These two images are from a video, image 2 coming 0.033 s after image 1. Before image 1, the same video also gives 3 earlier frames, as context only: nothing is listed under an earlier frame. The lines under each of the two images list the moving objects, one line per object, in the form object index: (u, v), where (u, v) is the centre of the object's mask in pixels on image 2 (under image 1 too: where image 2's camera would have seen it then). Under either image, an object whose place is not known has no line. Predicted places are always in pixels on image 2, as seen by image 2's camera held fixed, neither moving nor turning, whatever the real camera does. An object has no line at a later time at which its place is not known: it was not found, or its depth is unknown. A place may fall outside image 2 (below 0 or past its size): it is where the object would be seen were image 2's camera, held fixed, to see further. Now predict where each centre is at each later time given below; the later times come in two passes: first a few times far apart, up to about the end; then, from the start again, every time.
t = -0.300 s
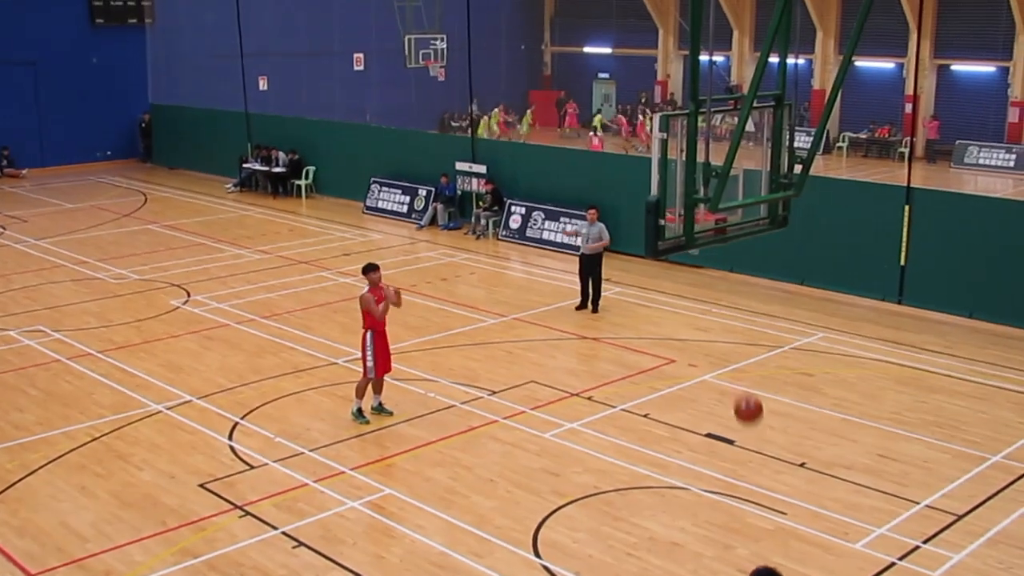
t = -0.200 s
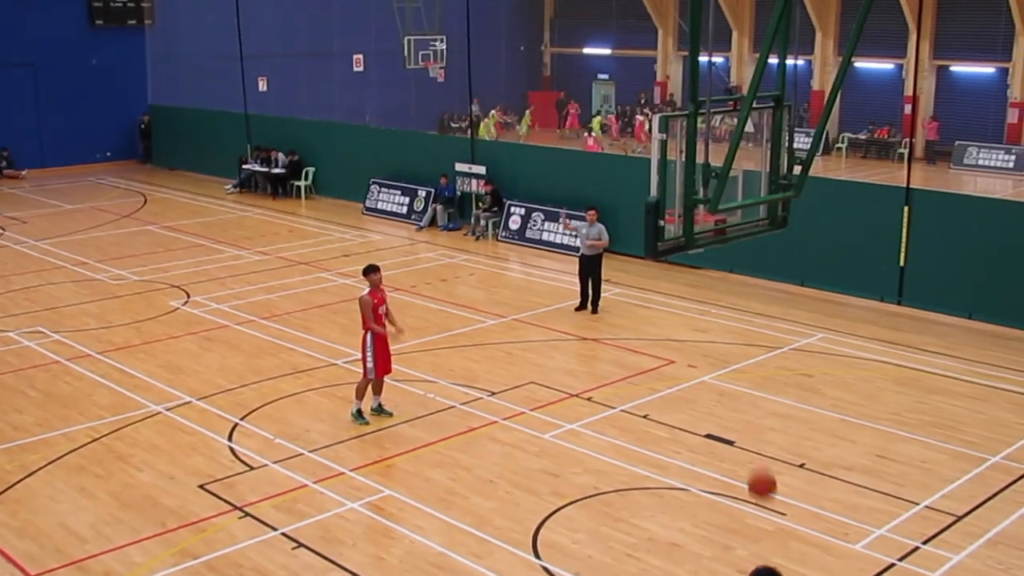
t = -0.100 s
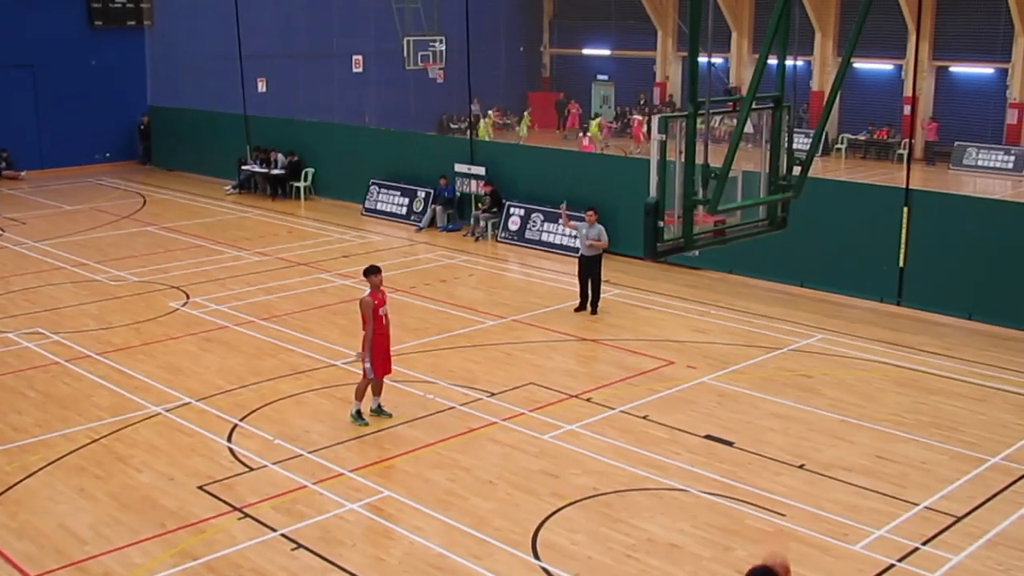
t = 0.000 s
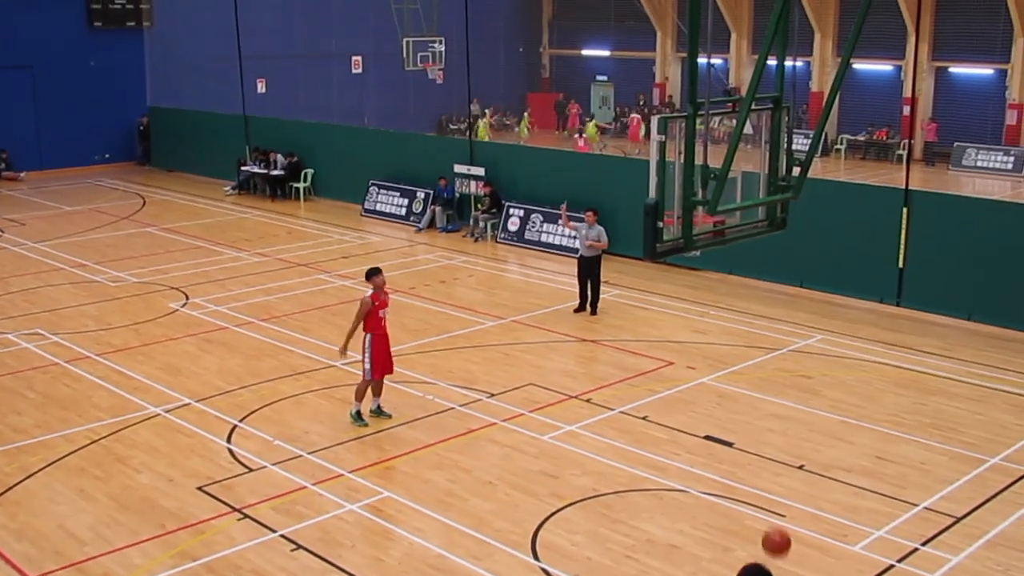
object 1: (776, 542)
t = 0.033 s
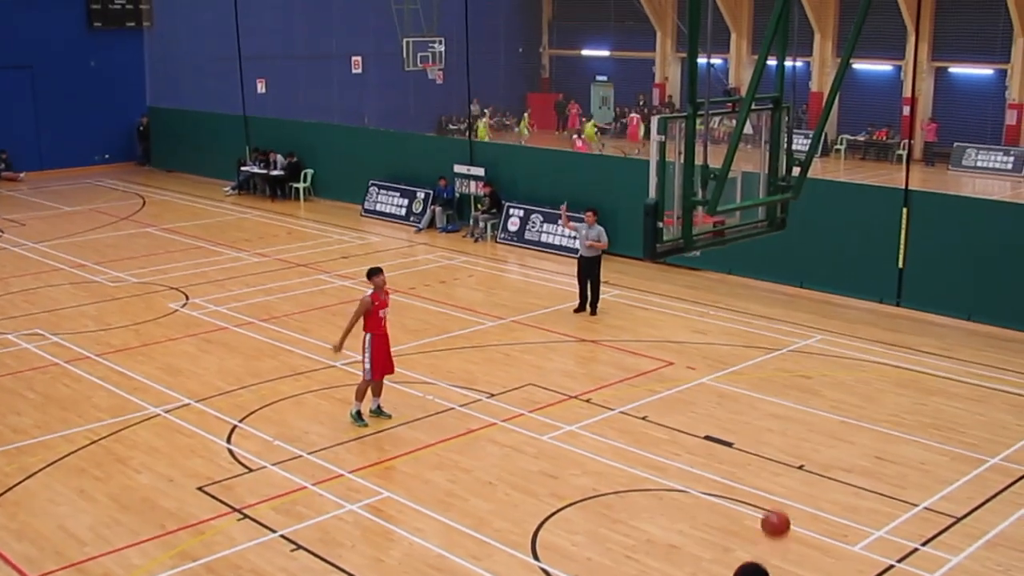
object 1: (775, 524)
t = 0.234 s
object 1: (768, 436)
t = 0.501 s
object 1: (755, 387)
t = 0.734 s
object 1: (739, 410)
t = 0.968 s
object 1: (722, 492)
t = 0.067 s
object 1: (774, 506)
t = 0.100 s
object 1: (773, 489)
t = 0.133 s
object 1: (772, 474)
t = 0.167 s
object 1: (771, 460)
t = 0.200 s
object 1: (770, 447)
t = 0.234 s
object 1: (768, 436)
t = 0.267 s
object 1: (767, 425)
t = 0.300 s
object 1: (765, 416)
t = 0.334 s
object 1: (764, 408)
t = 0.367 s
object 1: (762, 401)
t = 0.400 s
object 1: (760, 396)
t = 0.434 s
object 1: (758, 392)
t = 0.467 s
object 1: (757, 389)
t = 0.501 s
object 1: (755, 387)
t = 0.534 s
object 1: (753, 387)
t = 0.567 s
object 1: (750, 388)
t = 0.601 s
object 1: (748, 390)
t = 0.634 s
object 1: (746, 393)
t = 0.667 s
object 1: (743, 398)
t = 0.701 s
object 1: (741, 404)
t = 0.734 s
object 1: (739, 410)
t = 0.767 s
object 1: (737, 419)
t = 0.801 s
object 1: (734, 428)
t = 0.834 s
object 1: (732, 439)
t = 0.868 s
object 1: (729, 451)
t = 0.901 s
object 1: (726, 463)
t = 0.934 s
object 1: (724, 477)
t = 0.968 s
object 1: (722, 492)
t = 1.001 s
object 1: (719, 508)
